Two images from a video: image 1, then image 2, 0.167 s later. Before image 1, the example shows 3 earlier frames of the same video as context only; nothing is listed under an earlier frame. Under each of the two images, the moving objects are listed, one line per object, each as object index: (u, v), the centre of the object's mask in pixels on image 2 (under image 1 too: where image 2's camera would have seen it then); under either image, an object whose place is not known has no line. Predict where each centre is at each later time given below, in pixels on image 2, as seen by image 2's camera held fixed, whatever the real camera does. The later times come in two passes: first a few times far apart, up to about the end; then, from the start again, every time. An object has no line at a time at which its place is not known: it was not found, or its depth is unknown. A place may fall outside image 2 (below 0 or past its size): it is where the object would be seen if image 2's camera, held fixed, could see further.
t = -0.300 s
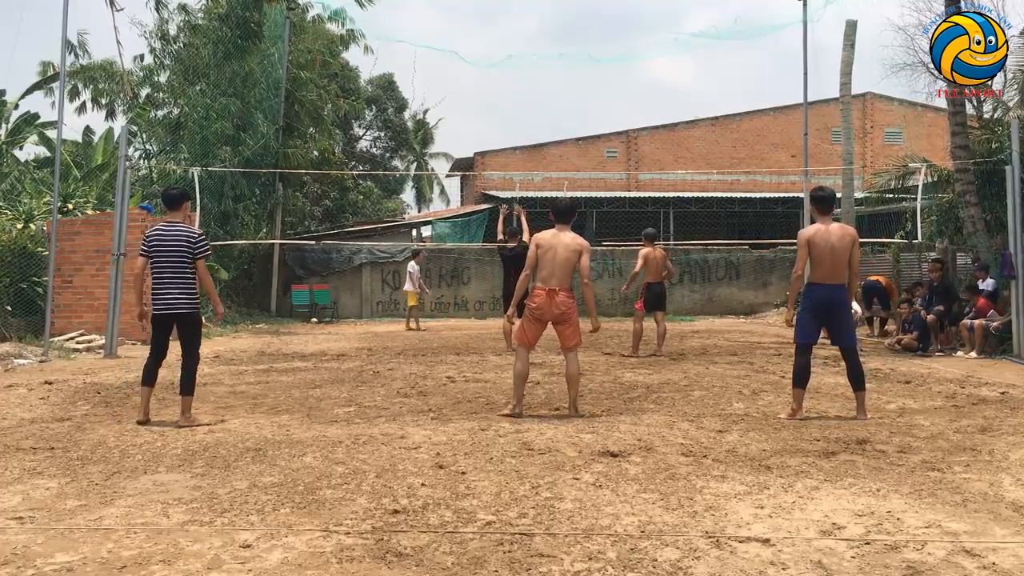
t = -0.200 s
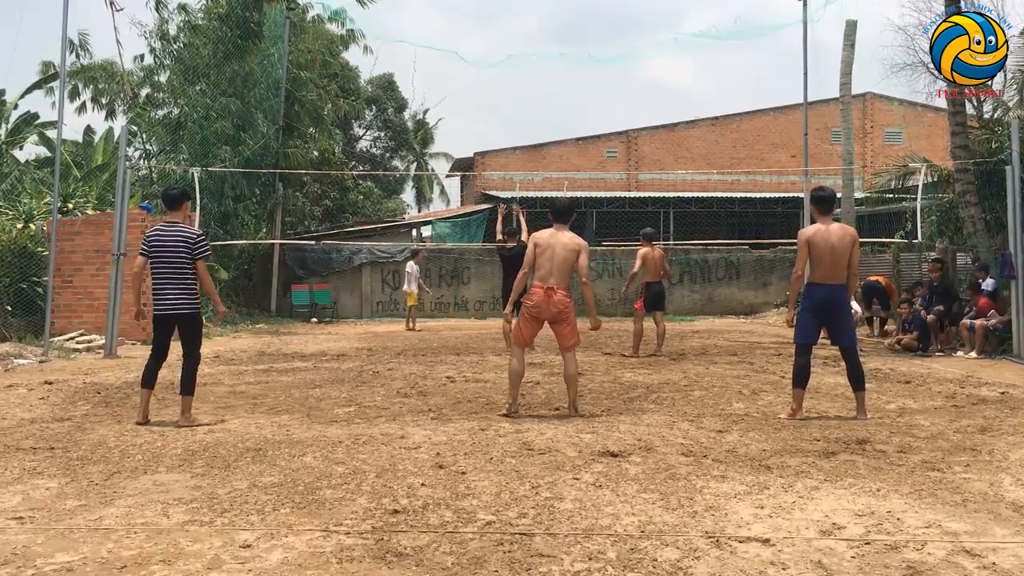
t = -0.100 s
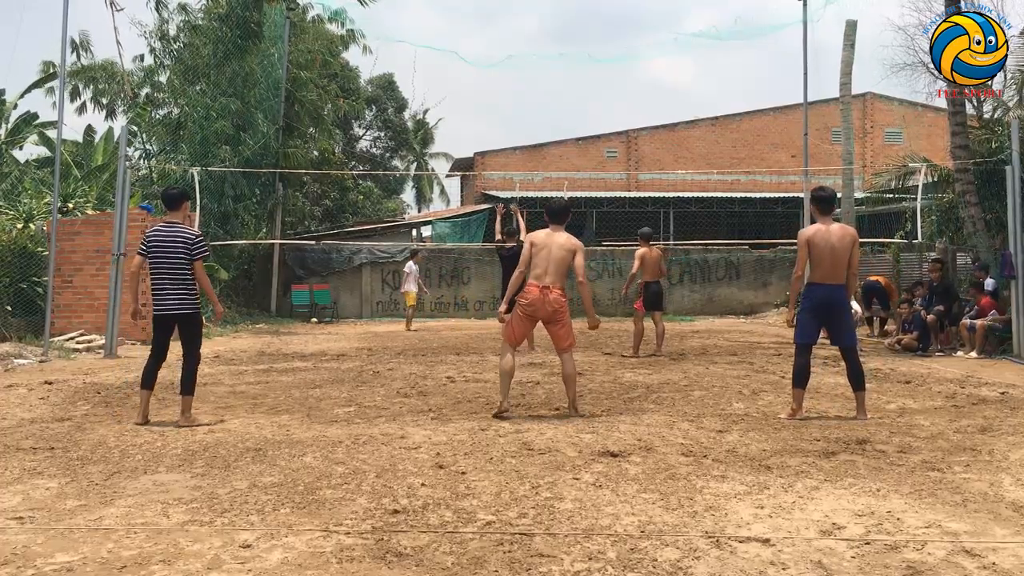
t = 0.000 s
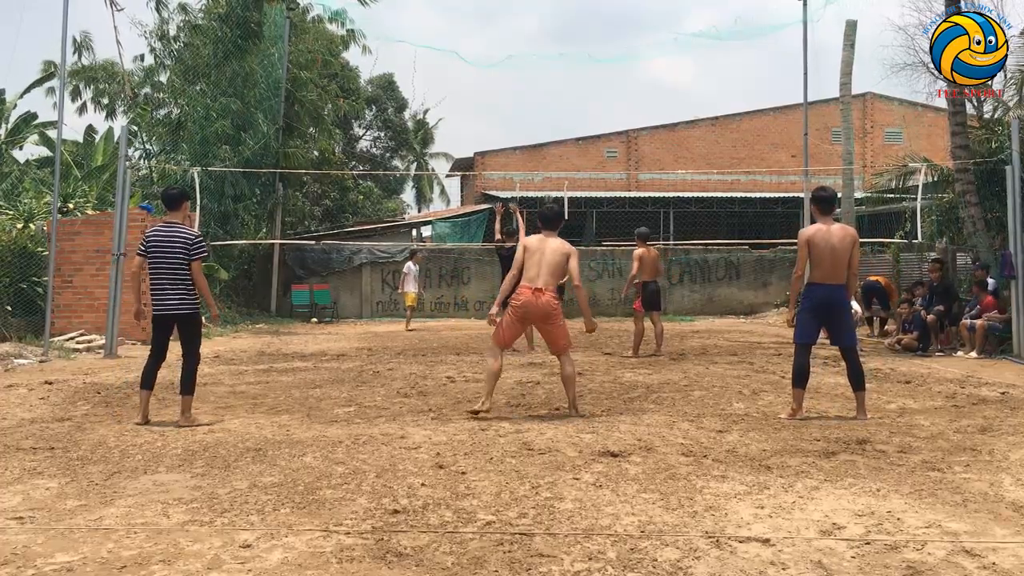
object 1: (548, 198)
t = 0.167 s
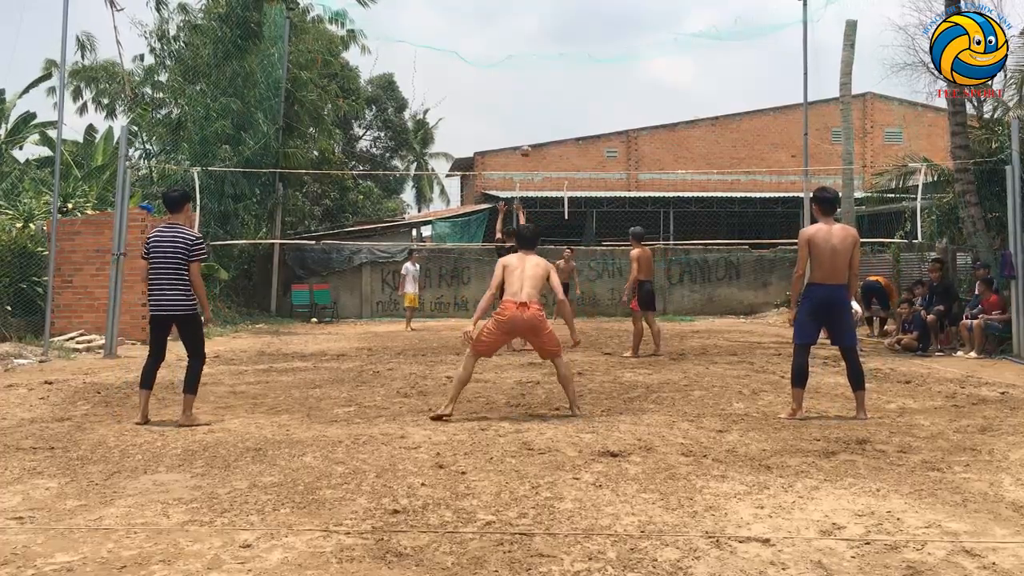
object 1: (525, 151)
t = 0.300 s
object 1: (503, 122)
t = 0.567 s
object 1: (446, 84)
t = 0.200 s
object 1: (520, 143)
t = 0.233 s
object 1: (515, 136)
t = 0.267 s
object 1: (509, 129)
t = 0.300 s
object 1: (503, 122)
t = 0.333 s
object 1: (497, 116)
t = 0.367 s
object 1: (491, 110)
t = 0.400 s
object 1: (484, 104)
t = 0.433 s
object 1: (477, 99)
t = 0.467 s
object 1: (470, 94)
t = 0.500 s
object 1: (462, 90)
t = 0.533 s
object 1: (454, 87)
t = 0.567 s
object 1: (446, 84)
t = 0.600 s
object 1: (437, 83)
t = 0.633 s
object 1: (427, 82)
